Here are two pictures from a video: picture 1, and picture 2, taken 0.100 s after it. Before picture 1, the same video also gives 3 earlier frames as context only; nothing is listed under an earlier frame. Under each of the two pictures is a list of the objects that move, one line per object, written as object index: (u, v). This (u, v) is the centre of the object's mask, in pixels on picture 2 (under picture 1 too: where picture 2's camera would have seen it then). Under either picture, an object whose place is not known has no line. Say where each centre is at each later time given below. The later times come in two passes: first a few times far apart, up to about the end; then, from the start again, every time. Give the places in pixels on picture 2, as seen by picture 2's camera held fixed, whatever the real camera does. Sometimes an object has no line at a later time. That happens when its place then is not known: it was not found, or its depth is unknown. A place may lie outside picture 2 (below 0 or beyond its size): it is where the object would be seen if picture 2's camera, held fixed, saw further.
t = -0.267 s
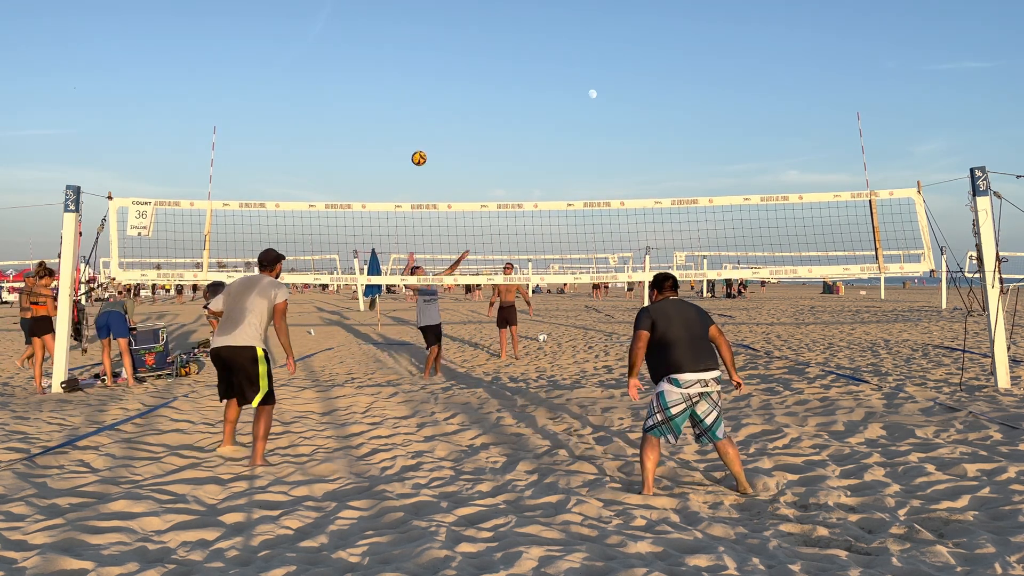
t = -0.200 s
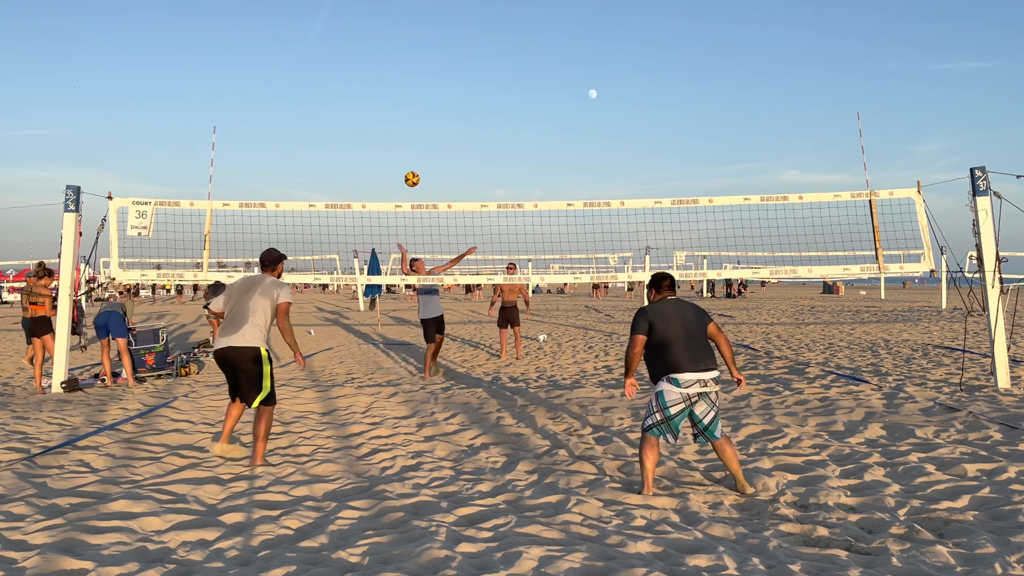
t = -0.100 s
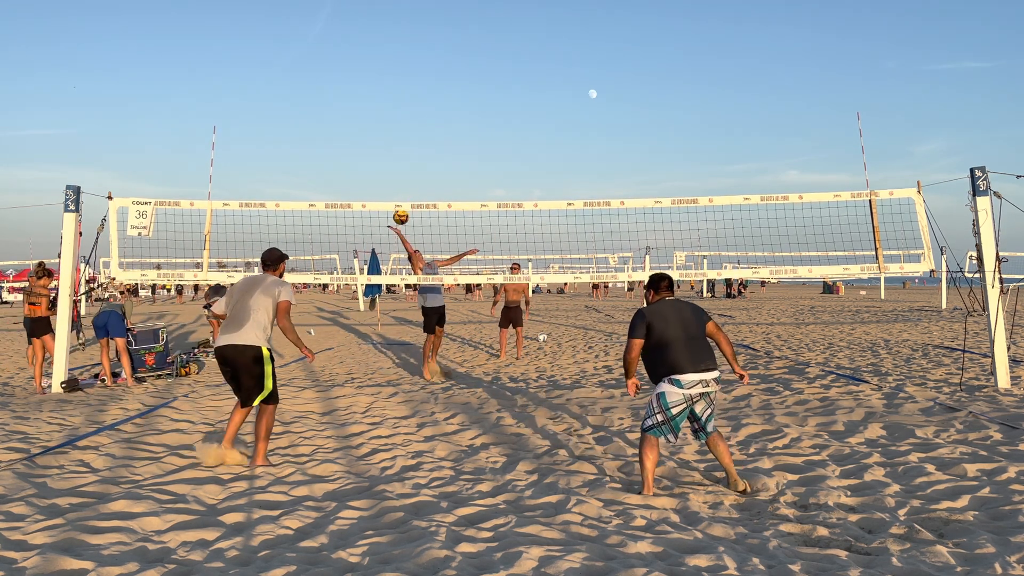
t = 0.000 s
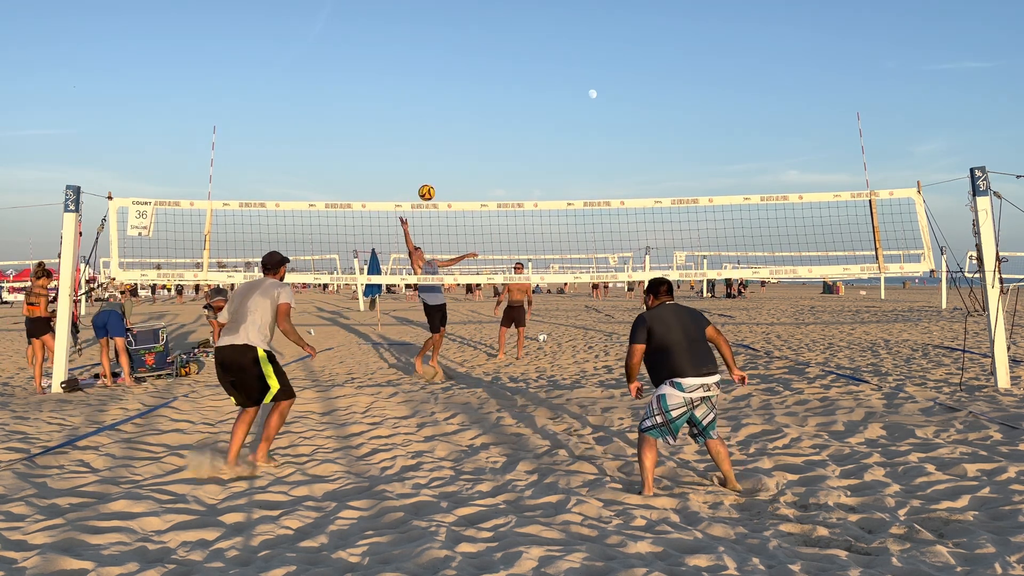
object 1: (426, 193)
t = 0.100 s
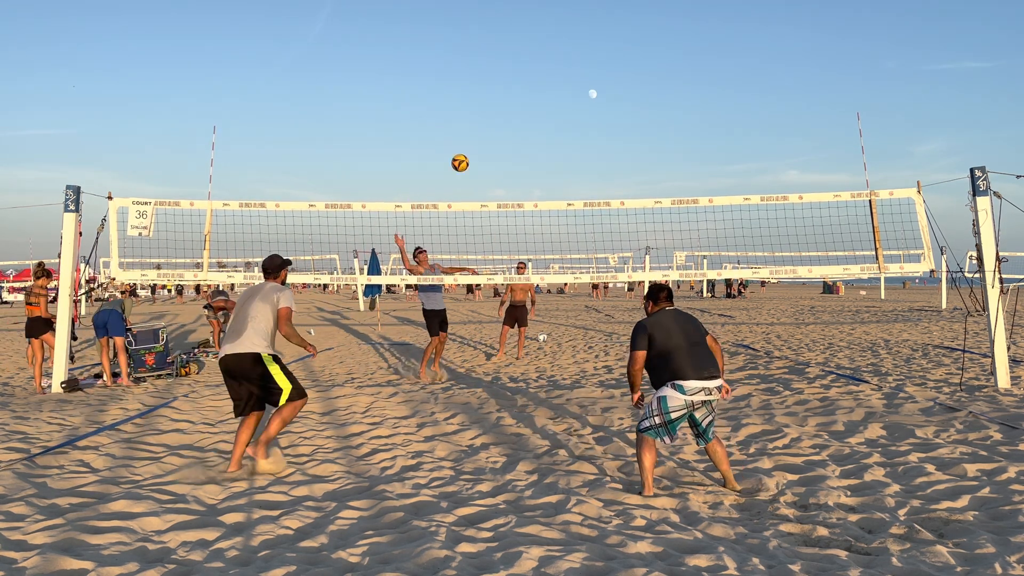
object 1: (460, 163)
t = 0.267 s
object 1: (524, 125)
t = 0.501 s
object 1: (633, 107)
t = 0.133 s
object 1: (472, 154)
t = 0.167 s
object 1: (484, 146)
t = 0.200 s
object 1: (497, 138)
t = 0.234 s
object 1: (510, 131)
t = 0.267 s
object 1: (524, 125)
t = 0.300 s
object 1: (538, 120)
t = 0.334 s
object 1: (552, 116)
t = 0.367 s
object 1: (567, 112)
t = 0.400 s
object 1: (582, 109)
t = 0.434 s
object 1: (598, 107)
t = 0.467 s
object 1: (615, 107)
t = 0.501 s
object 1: (633, 107)
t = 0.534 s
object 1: (651, 110)
